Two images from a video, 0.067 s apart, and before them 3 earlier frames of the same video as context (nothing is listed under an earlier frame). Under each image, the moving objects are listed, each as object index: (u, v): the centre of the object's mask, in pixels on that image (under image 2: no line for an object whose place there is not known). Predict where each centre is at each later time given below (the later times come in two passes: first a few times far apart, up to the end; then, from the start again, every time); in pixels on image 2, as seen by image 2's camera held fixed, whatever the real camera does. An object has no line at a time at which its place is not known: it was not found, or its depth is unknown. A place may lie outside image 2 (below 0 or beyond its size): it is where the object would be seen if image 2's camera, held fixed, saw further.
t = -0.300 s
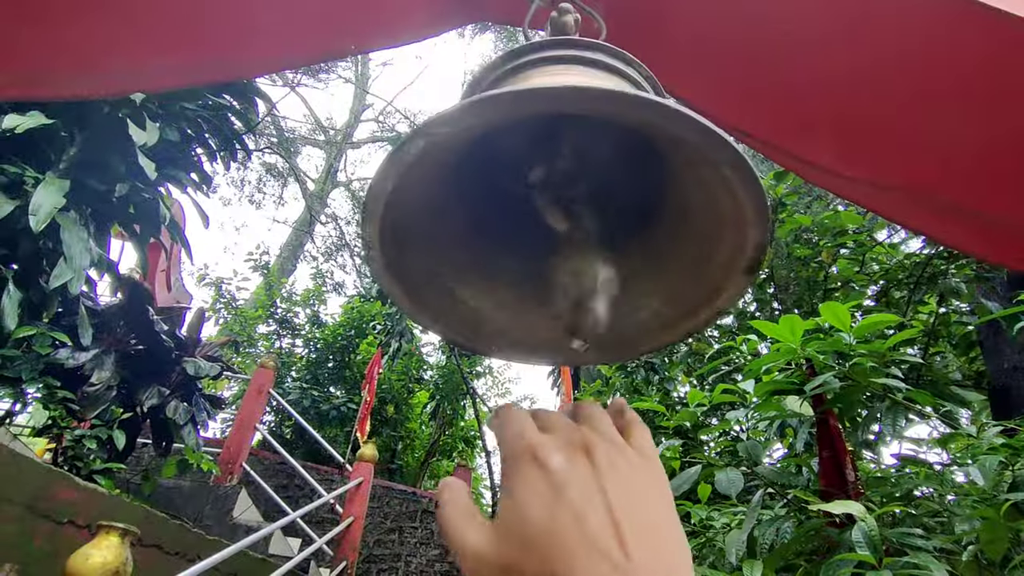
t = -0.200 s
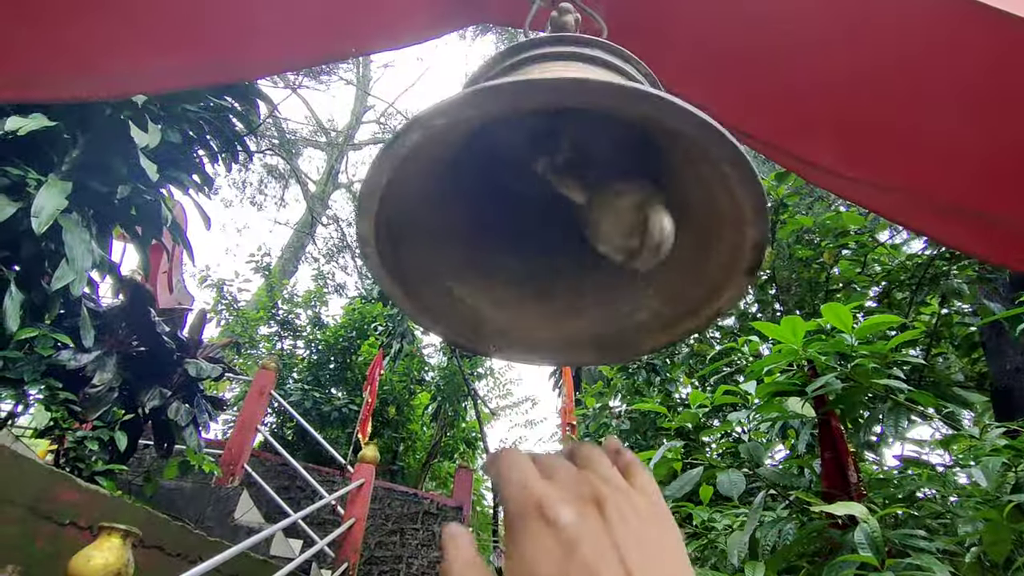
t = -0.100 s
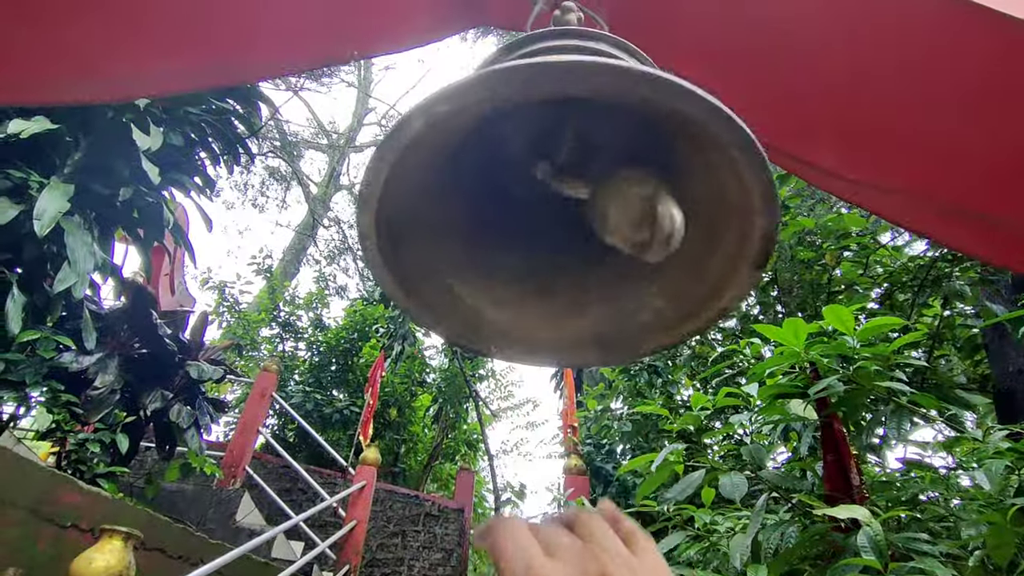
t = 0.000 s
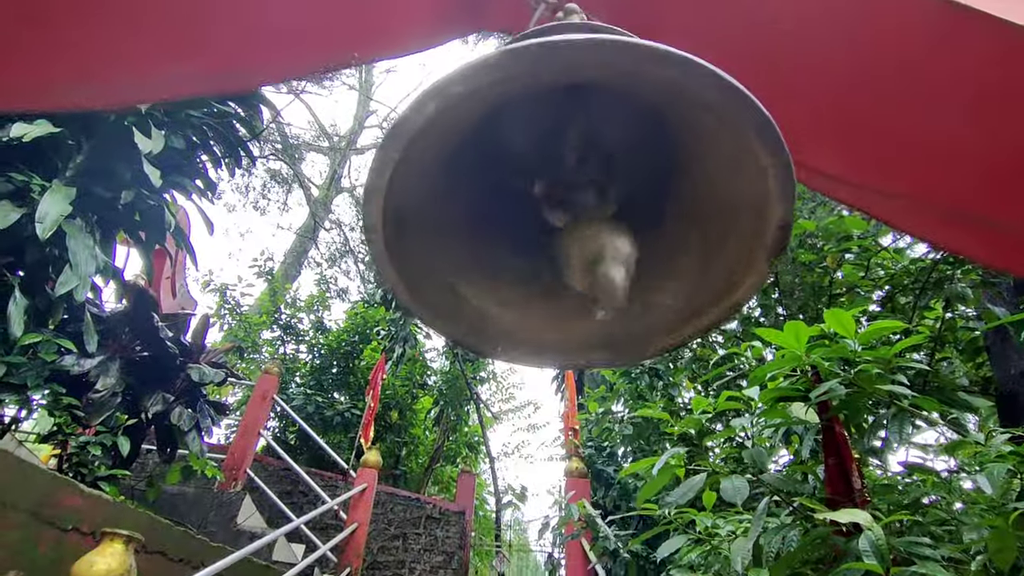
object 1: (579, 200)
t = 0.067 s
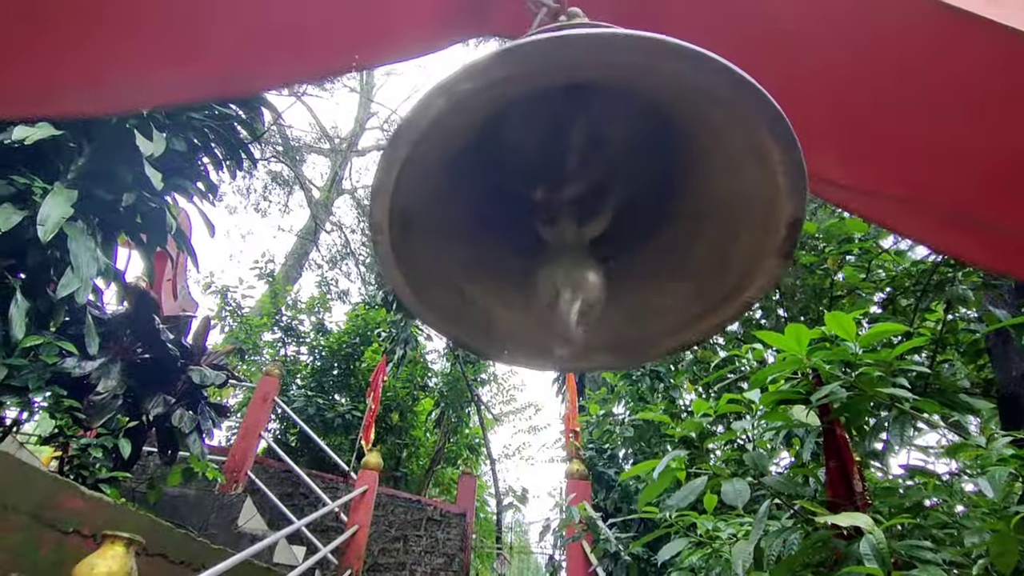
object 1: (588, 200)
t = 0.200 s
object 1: (596, 204)
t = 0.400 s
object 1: (584, 227)
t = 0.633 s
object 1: (574, 236)
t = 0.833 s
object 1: (574, 222)
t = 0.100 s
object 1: (591, 199)
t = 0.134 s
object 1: (593, 199)
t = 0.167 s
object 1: (595, 201)
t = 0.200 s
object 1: (596, 204)
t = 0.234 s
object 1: (595, 207)
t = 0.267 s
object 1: (594, 211)
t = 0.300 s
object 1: (592, 215)
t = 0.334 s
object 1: (590, 219)
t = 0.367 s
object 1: (587, 223)
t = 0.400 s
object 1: (584, 227)
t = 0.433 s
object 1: (582, 230)
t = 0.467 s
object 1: (579, 232)
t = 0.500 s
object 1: (577, 235)
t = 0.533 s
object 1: (576, 236)
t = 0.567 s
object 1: (575, 236)
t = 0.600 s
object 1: (574, 236)
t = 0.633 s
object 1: (574, 236)
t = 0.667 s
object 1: (573, 234)
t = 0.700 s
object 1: (573, 233)
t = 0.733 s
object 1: (573, 231)
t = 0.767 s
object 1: (574, 228)
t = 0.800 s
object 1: (573, 225)
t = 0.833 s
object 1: (574, 222)
